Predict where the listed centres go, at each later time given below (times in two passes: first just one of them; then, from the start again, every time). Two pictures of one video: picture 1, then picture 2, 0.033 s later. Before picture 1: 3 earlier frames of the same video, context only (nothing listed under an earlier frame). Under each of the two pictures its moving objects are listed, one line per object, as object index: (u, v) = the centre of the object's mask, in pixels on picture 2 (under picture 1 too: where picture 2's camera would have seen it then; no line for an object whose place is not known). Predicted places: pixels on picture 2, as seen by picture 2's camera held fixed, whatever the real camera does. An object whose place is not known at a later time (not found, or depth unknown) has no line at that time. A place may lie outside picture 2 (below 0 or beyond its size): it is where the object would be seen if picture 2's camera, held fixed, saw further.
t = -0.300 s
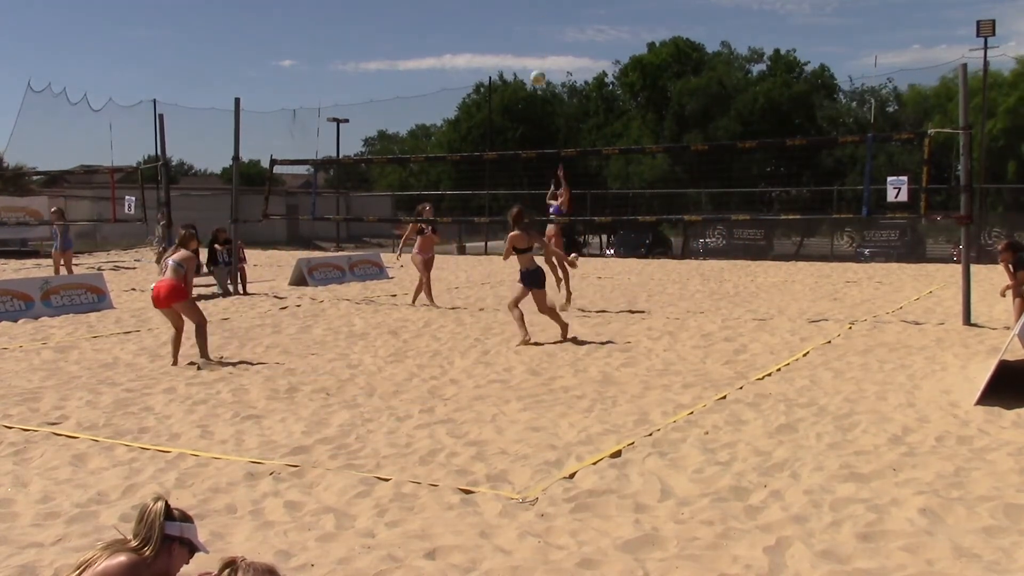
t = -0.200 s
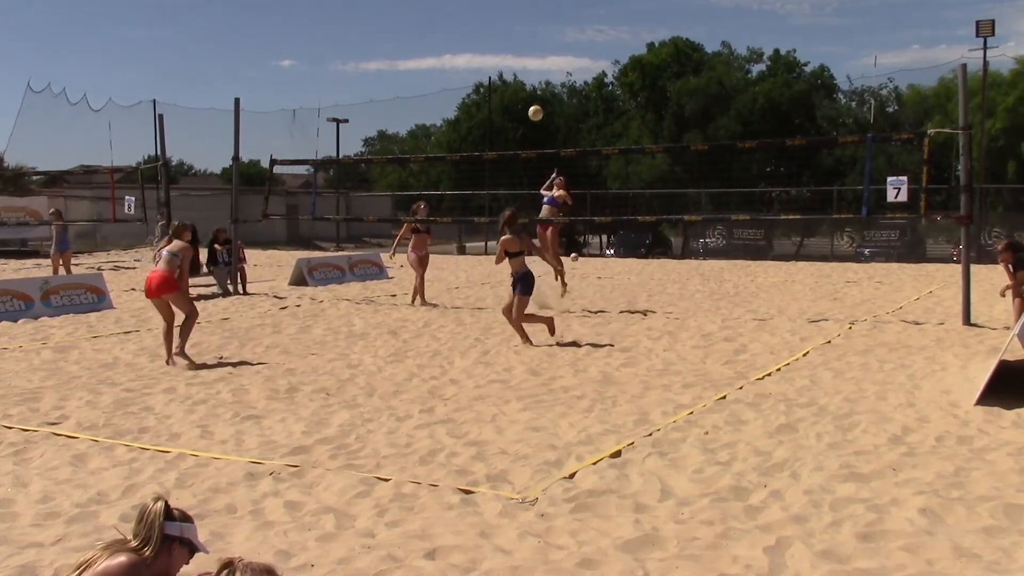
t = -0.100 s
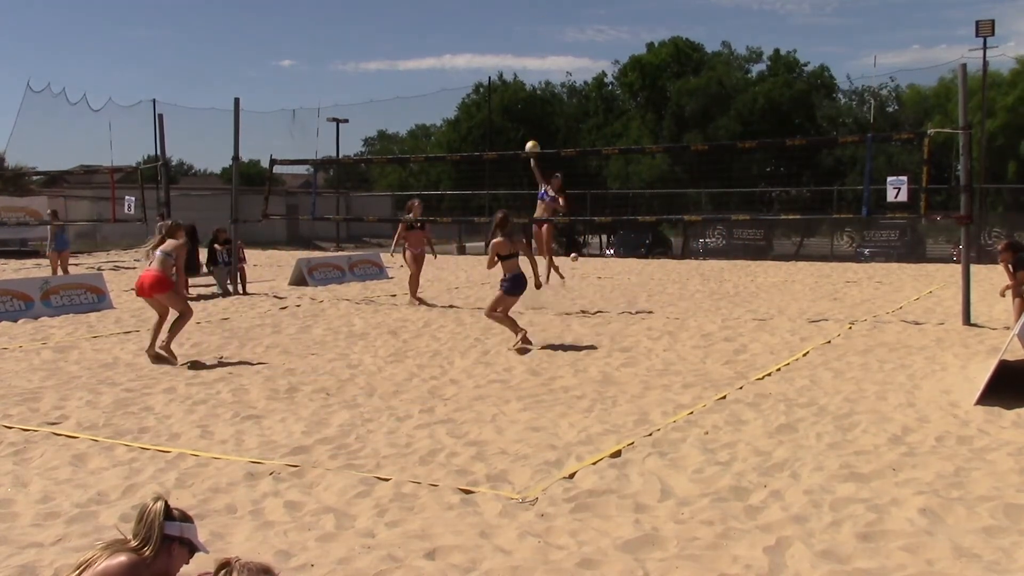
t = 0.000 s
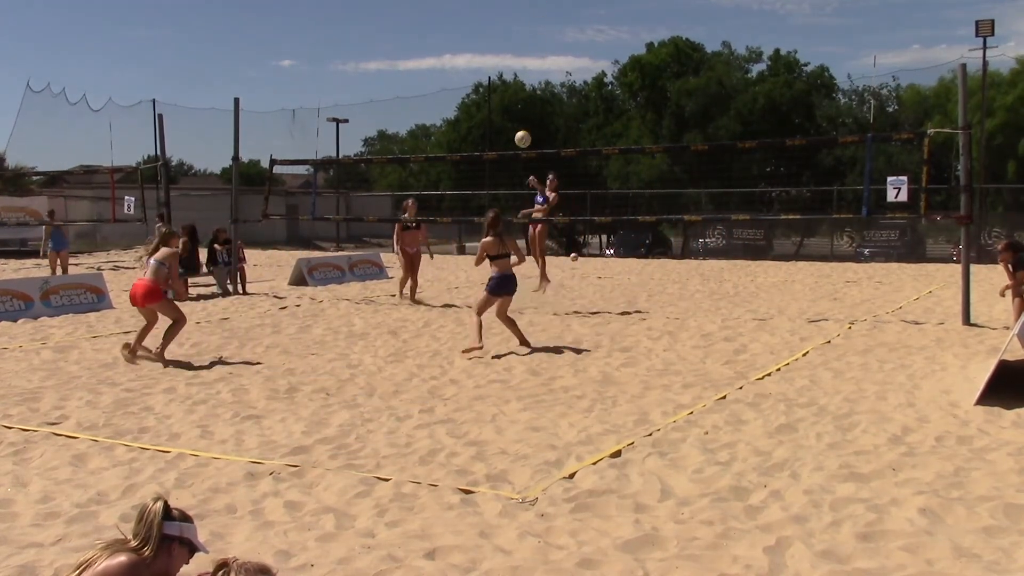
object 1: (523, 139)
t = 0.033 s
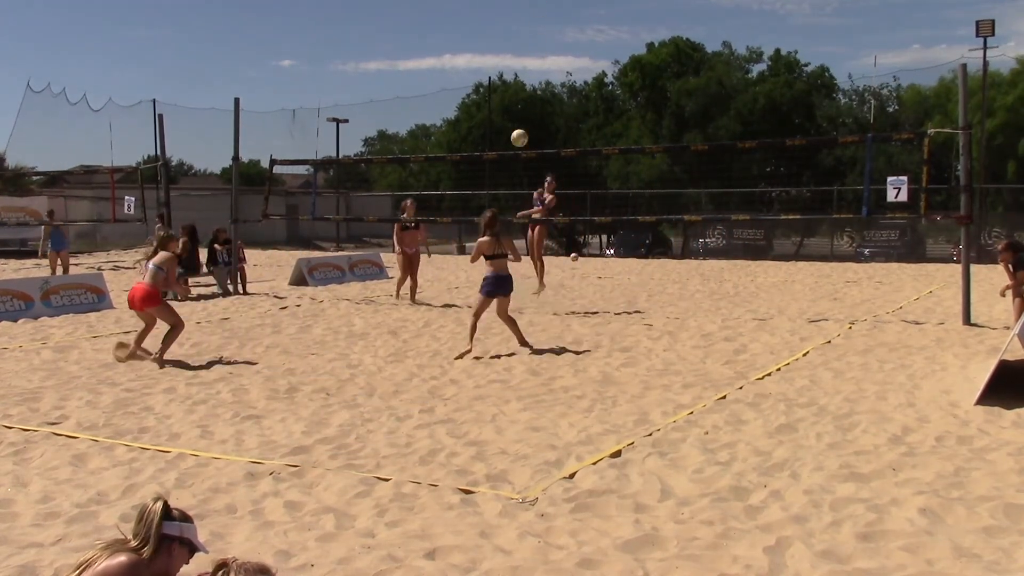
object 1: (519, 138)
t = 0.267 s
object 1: (486, 175)
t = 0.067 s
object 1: (516, 138)
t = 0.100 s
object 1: (511, 140)
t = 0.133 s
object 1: (507, 144)
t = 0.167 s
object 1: (502, 149)
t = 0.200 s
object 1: (497, 155)
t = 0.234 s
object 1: (492, 164)
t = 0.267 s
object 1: (486, 175)
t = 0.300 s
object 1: (479, 189)
